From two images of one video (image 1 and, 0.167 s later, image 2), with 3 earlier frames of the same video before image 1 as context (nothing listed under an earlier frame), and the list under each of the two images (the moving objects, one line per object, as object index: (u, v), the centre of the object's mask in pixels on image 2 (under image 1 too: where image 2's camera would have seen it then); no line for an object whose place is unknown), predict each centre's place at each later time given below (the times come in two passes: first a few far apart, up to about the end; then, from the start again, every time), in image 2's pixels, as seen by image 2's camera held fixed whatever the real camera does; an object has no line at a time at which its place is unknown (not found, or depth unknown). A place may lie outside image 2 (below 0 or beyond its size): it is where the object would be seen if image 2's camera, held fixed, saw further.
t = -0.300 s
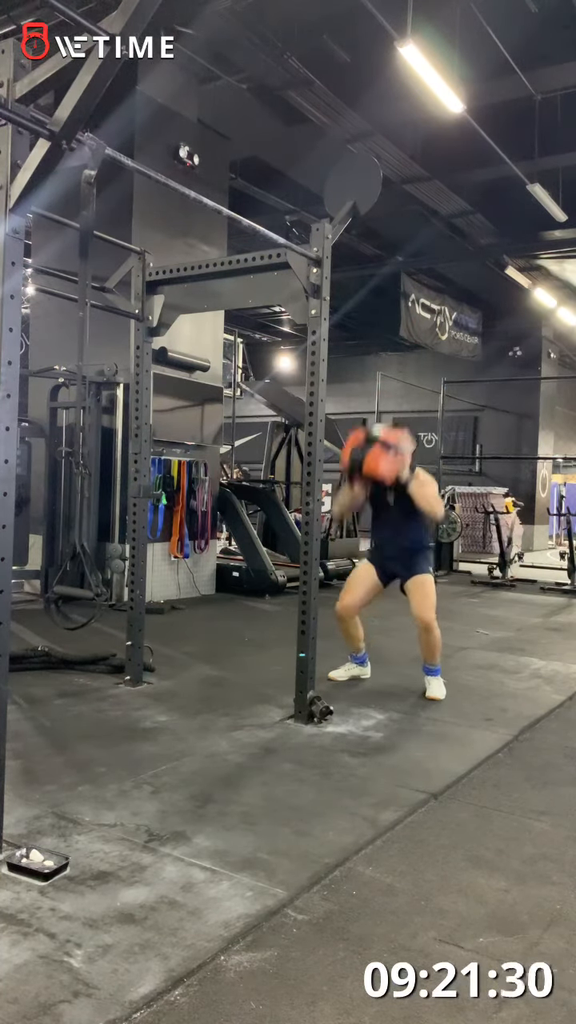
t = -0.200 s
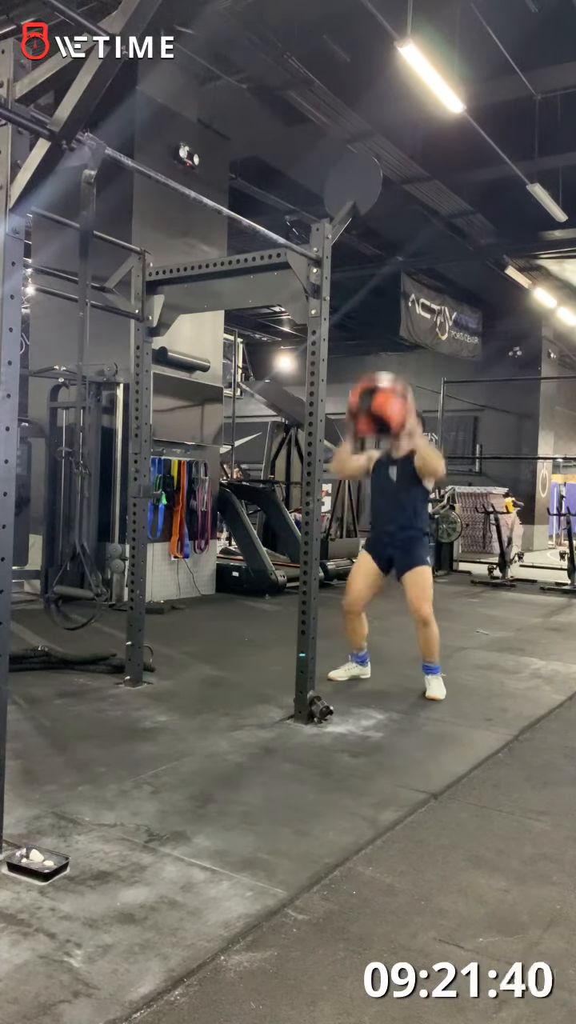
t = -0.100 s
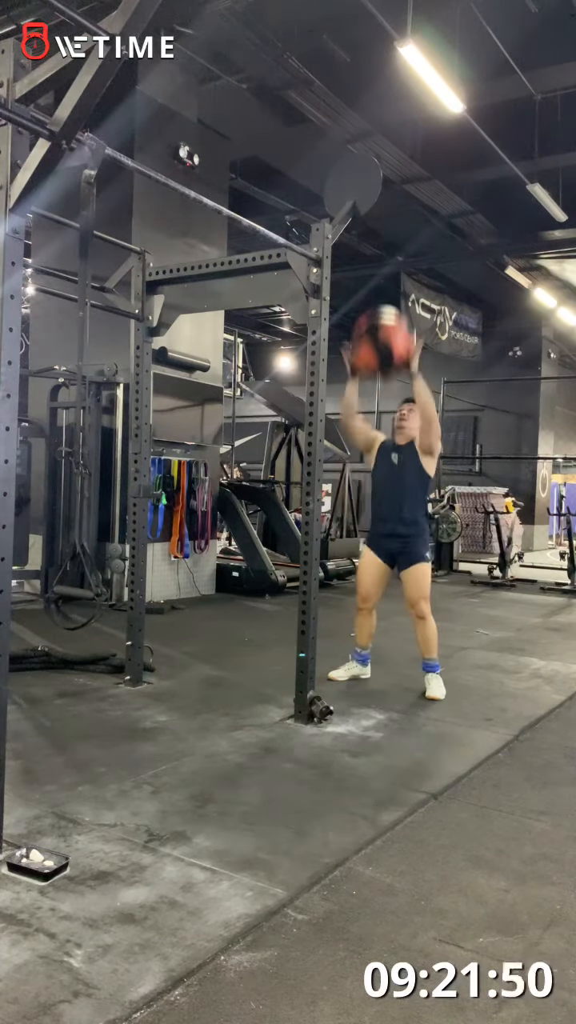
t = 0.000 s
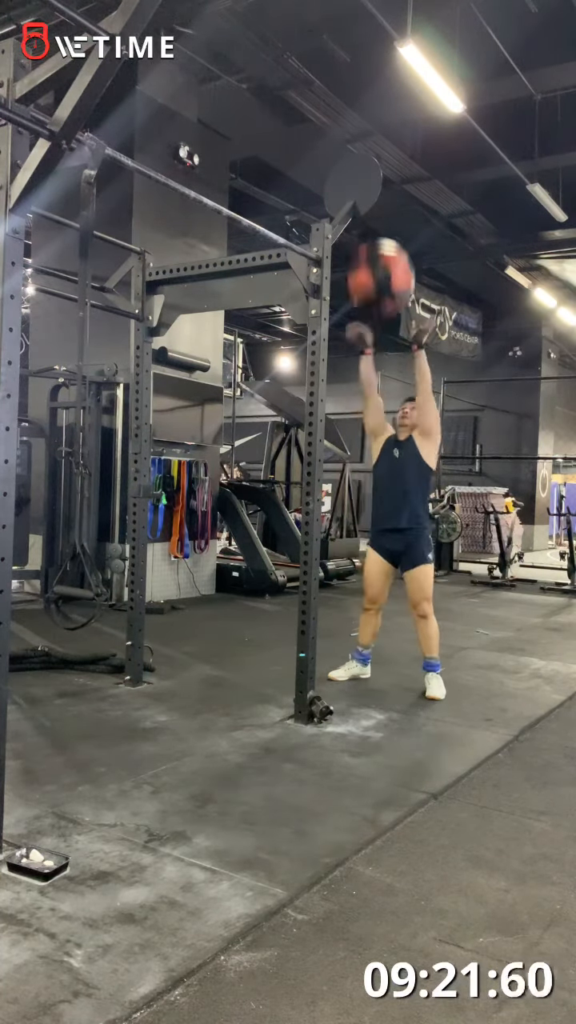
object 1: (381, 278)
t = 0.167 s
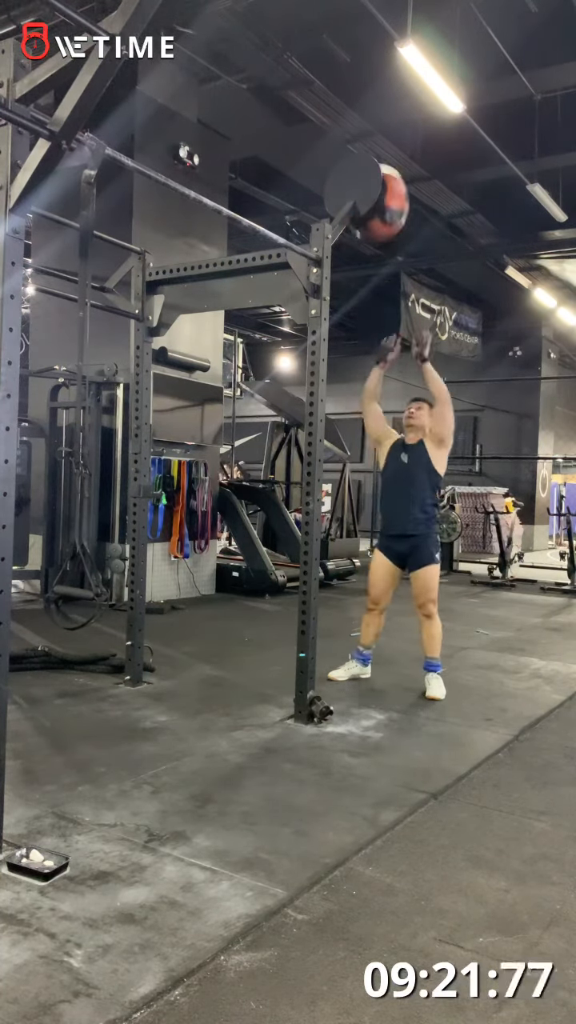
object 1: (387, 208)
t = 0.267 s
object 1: (388, 186)
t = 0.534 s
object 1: (386, 242)
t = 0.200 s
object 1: (387, 197)
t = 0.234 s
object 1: (387, 189)
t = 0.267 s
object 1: (388, 186)
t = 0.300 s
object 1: (389, 186)
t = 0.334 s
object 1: (390, 189)
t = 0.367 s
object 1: (391, 194)
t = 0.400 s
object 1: (390, 201)
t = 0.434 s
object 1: (389, 211)
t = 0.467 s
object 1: (386, 221)
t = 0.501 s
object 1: (386, 231)
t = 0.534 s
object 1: (386, 242)
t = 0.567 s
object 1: (386, 257)
